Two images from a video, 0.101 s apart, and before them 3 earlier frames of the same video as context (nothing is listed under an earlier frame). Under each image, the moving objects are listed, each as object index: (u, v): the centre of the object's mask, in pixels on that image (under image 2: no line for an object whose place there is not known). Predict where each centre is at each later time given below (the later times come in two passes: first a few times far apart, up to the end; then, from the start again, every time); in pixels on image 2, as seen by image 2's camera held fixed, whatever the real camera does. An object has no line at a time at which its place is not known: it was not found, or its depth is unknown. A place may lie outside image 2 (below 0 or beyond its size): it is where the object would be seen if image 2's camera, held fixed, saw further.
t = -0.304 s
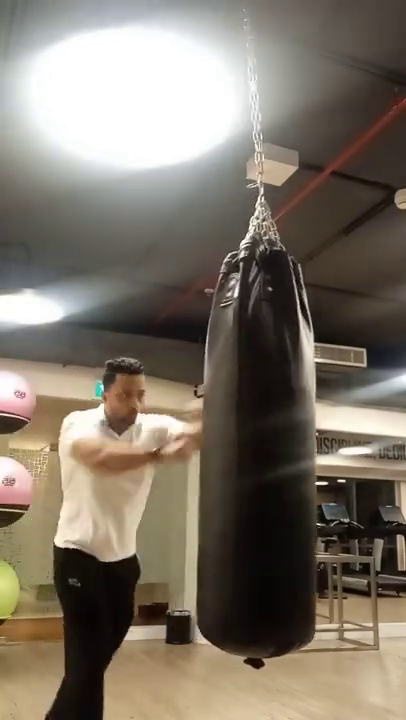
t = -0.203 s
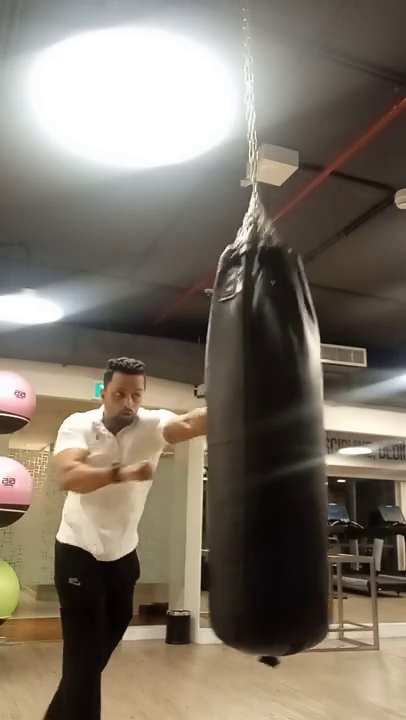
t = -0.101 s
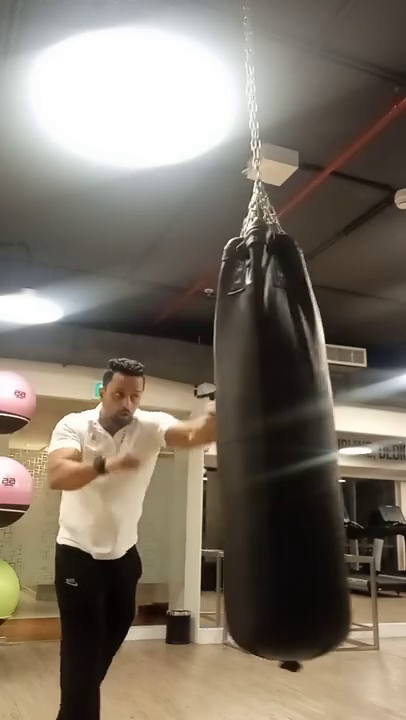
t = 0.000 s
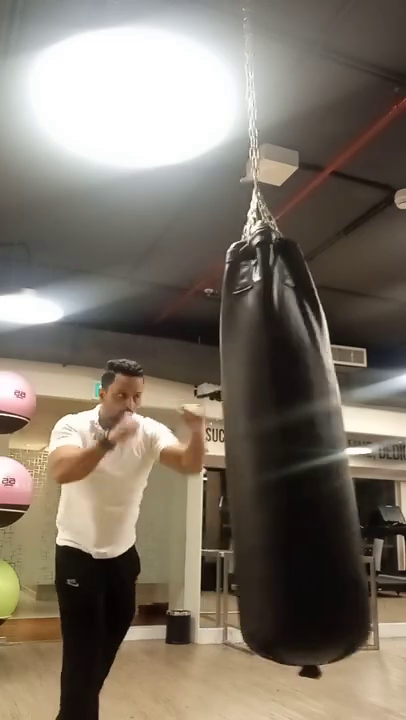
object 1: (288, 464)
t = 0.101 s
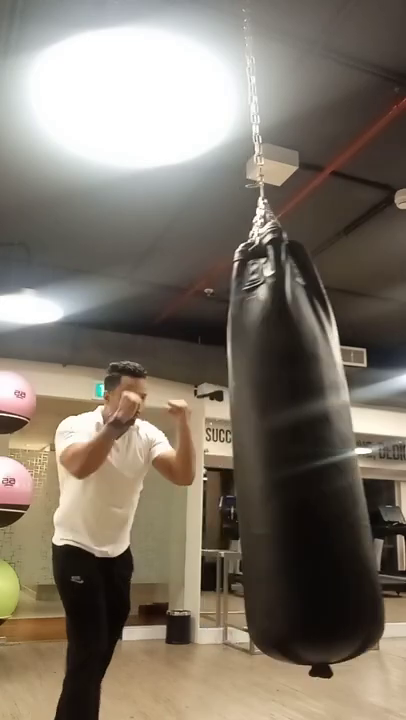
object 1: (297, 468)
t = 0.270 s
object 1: (303, 459)
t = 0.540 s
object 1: (293, 461)
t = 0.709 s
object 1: (276, 463)
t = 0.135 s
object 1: (299, 466)
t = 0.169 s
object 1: (301, 465)
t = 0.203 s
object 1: (302, 464)
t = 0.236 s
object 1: (303, 462)
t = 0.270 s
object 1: (303, 459)
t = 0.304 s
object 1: (303, 456)
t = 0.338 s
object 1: (302, 454)
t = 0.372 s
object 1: (301, 452)
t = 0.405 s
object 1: (300, 452)
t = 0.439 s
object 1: (299, 454)
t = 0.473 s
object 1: (297, 456)
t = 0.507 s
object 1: (295, 458)
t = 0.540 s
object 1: (293, 461)
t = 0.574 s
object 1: (290, 463)
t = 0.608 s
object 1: (287, 464)
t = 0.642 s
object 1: (283, 464)
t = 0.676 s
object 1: (280, 463)
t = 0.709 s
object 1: (276, 463)
